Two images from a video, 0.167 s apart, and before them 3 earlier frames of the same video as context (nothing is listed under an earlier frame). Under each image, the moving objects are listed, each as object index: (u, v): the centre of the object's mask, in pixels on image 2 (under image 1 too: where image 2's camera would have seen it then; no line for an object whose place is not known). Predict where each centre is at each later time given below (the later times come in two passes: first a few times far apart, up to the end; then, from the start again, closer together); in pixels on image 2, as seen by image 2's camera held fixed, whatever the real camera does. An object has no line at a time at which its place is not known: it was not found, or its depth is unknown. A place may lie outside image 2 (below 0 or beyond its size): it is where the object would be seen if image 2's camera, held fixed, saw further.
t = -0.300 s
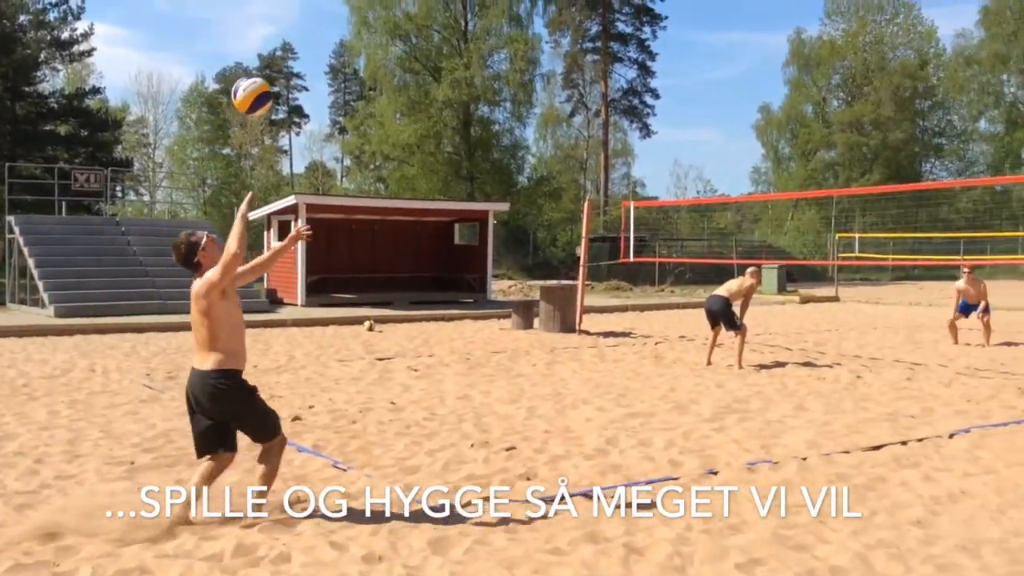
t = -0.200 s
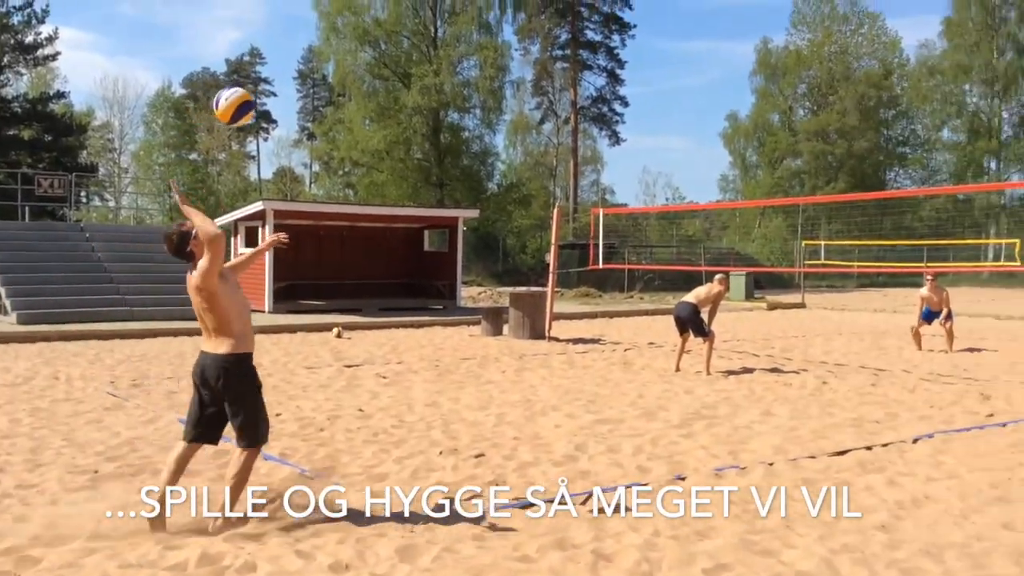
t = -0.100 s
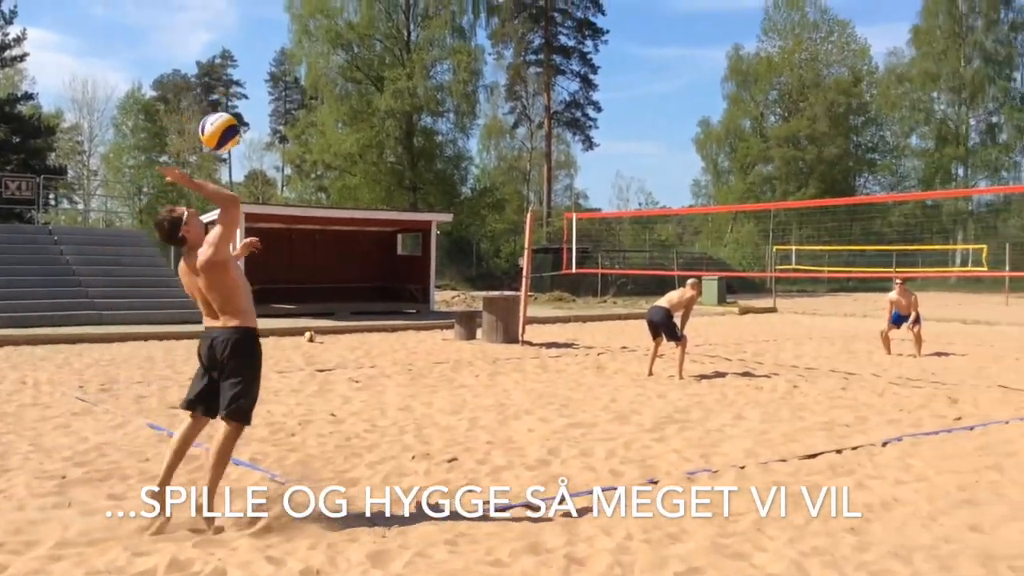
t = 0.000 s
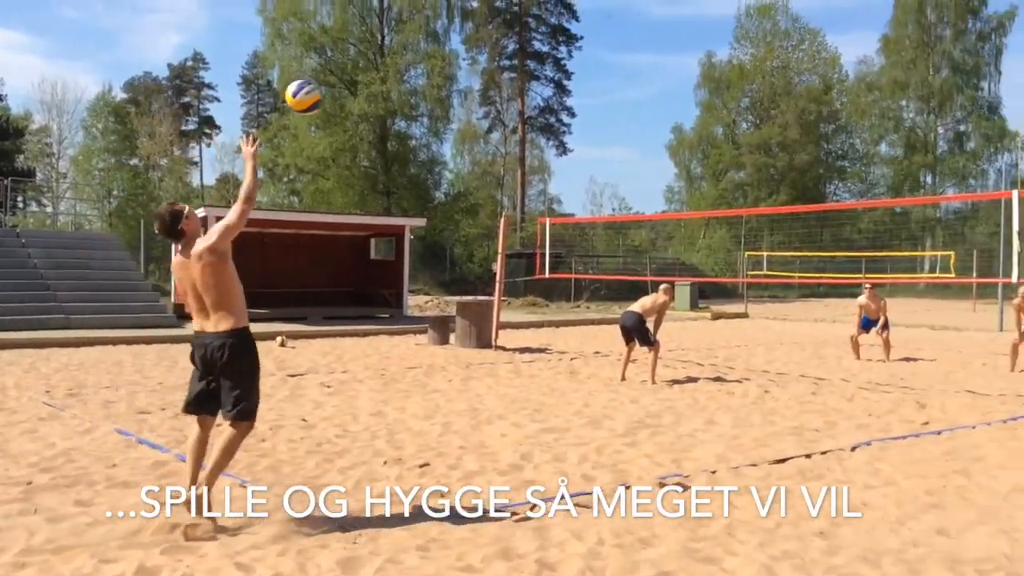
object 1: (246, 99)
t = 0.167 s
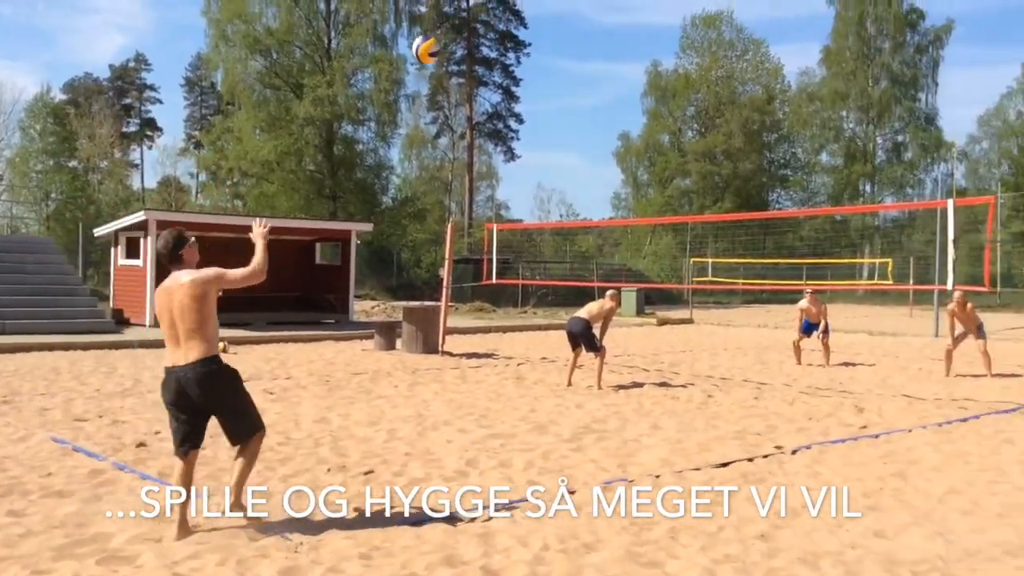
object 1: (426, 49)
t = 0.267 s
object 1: (495, 45)
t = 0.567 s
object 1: (622, 87)
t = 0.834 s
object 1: (689, 159)
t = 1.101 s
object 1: (737, 251)
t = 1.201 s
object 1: (750, 289)
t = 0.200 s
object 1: (452, 47)
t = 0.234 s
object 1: (474, 45)
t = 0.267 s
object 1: (495, 45)
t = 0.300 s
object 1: (514, 47)
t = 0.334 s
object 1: (532, 50)
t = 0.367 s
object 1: (548, 53)
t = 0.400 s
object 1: (562, 58)
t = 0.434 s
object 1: (576, 63)
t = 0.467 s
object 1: (589, 68)
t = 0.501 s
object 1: (600, 74)
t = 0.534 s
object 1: (612, 80)
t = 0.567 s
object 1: (622, 87)
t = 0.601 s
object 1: (632, 94)
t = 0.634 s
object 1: (641, 102)
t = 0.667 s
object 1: (650, 110)
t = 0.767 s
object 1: (675, 138)
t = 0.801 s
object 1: (682, 148)
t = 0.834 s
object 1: (689, 159)
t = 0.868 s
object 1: (696, 170)
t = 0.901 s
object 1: (702, 181)
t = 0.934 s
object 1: (709, 192)
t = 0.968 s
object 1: (714, 203)
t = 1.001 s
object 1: (720, 214)
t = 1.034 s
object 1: (726, 226)
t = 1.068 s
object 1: (731, 238)
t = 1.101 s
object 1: (737, 251)
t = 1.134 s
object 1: (741, 263)
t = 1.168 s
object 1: (746, 274)
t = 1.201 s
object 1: (750, 289)
